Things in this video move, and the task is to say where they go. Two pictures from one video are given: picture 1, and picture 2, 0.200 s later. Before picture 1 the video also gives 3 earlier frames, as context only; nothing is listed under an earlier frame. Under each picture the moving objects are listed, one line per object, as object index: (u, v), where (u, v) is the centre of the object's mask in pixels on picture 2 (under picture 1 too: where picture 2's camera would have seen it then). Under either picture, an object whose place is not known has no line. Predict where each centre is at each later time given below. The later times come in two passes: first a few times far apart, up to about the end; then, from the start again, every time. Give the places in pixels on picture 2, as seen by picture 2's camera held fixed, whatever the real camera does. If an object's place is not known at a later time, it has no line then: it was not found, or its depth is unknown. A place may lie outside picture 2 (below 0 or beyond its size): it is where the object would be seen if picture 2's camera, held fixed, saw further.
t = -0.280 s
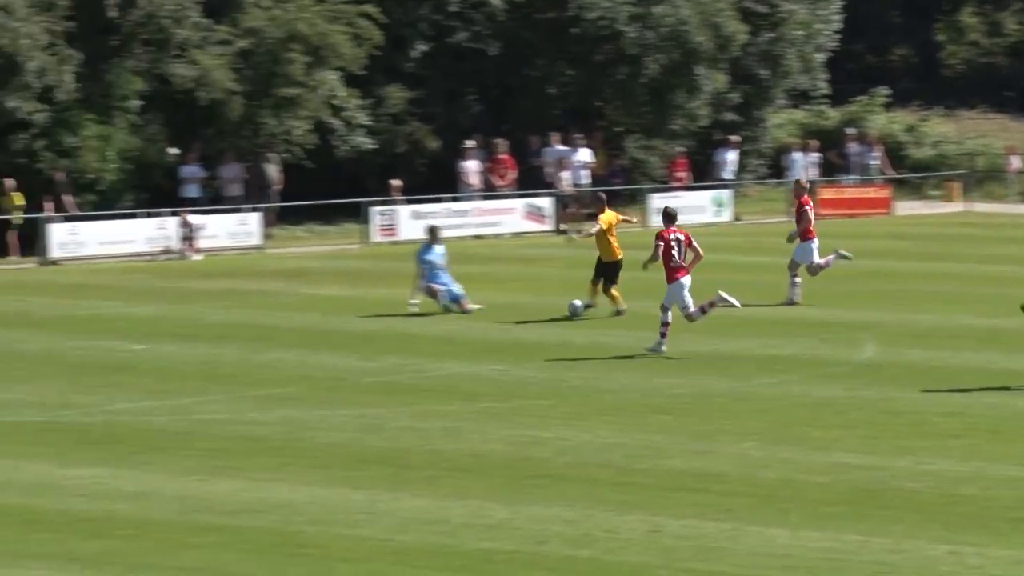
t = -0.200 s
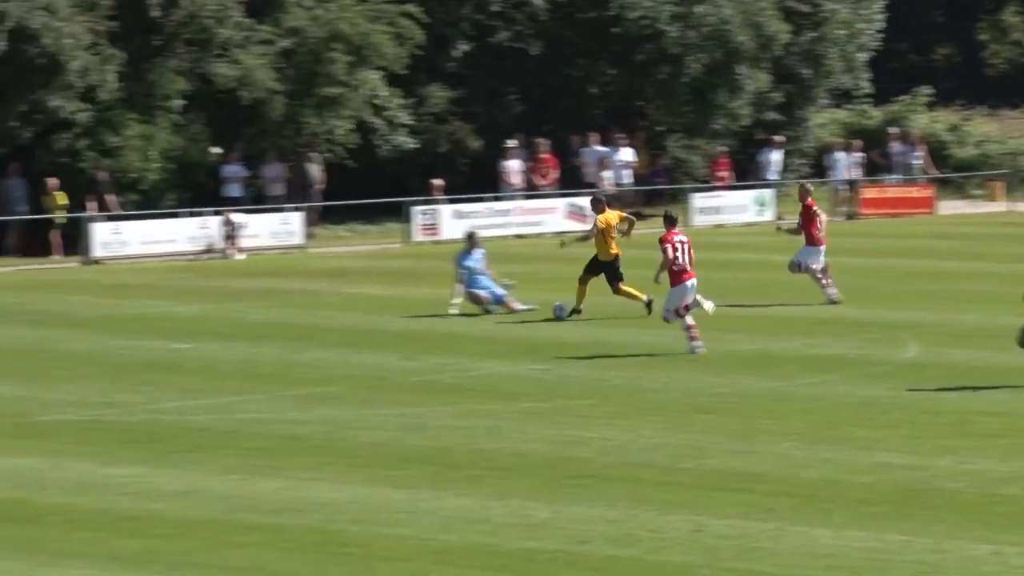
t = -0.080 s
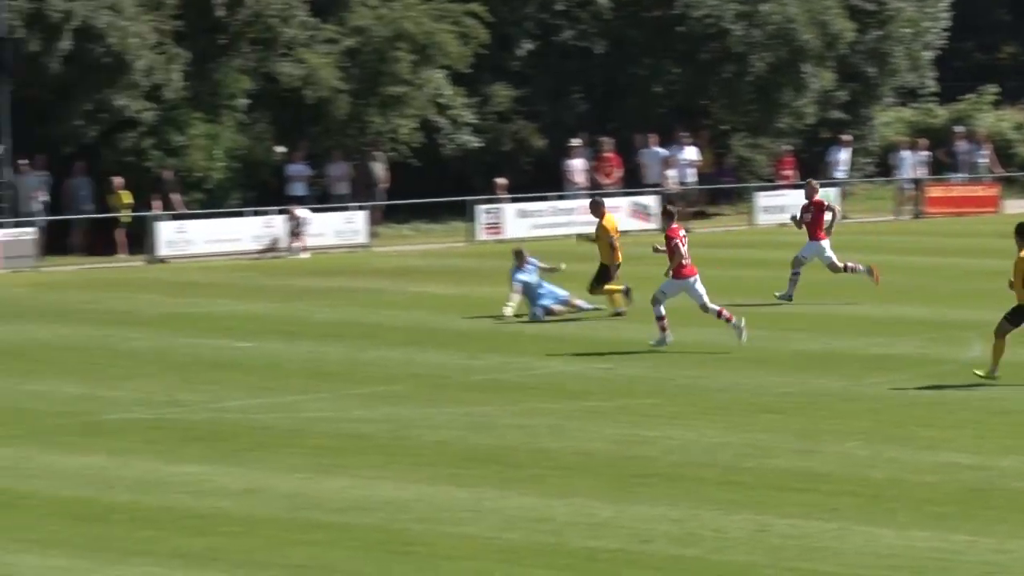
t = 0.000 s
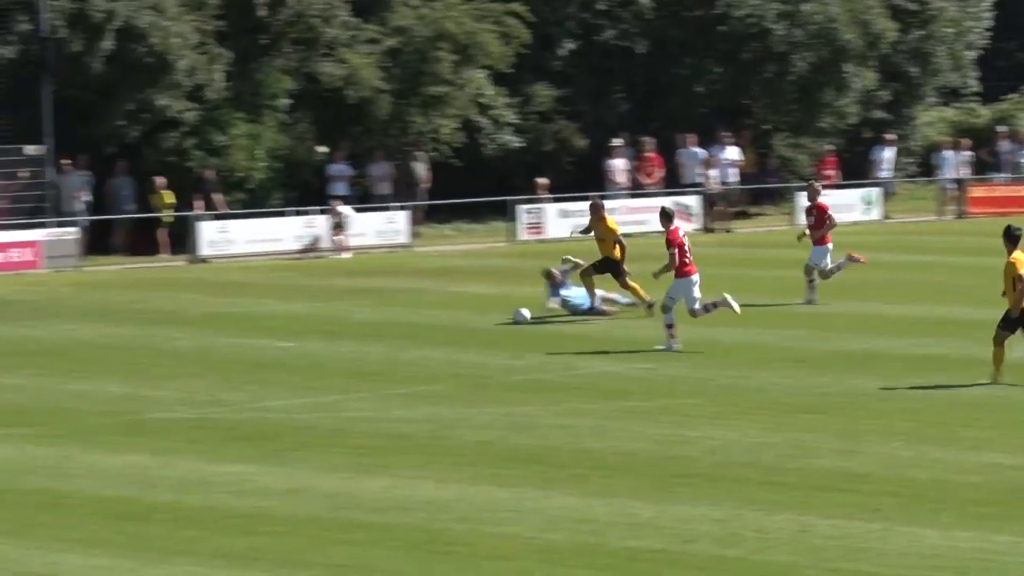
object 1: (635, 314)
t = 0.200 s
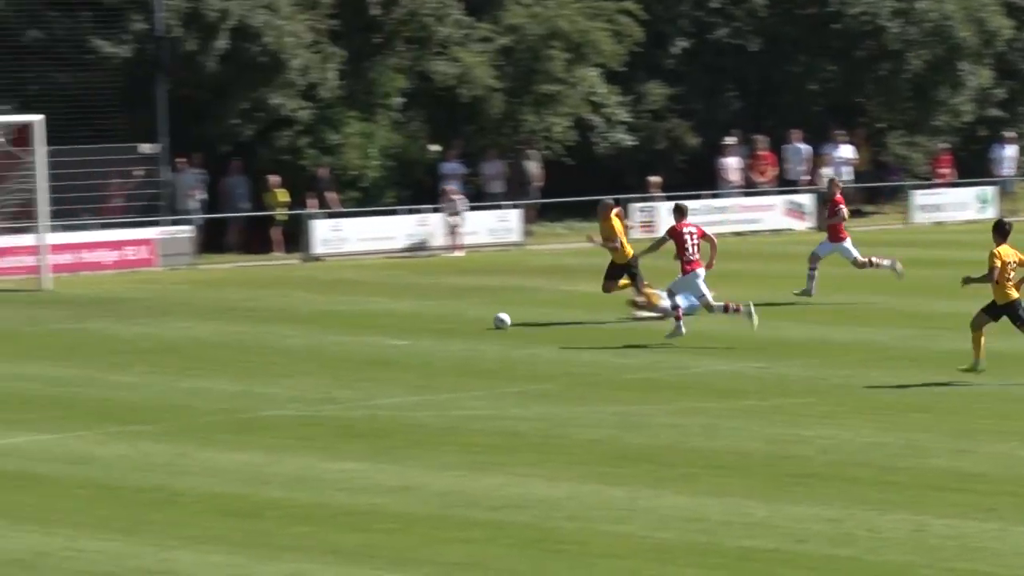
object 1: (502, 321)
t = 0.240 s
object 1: (477, 322)
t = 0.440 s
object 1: (362, 326)
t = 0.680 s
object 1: (237, 329)
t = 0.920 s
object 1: (119, 333)
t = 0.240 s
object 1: (477, 322)
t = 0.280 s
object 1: (453, 322)
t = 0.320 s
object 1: (429, 324)
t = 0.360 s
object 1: (407, 324)
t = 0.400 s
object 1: (384, 325)
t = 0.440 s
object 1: (362, 326)
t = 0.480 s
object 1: (340, 327)
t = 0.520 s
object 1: (319, 326)
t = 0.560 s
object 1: (298, 327)
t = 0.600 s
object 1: (277, 328)
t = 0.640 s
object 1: (257, 329)
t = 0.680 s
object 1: (237, 329)
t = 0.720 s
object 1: (217, 329)
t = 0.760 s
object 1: (197, 331)
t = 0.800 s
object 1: (177, 332)
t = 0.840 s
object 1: (158, 332)
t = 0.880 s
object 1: (138, 332)
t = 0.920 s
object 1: (119, 333)
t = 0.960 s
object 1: (100, 334)
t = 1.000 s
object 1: (82, 334)
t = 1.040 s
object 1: (62, 335)
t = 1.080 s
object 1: (44, 335)
